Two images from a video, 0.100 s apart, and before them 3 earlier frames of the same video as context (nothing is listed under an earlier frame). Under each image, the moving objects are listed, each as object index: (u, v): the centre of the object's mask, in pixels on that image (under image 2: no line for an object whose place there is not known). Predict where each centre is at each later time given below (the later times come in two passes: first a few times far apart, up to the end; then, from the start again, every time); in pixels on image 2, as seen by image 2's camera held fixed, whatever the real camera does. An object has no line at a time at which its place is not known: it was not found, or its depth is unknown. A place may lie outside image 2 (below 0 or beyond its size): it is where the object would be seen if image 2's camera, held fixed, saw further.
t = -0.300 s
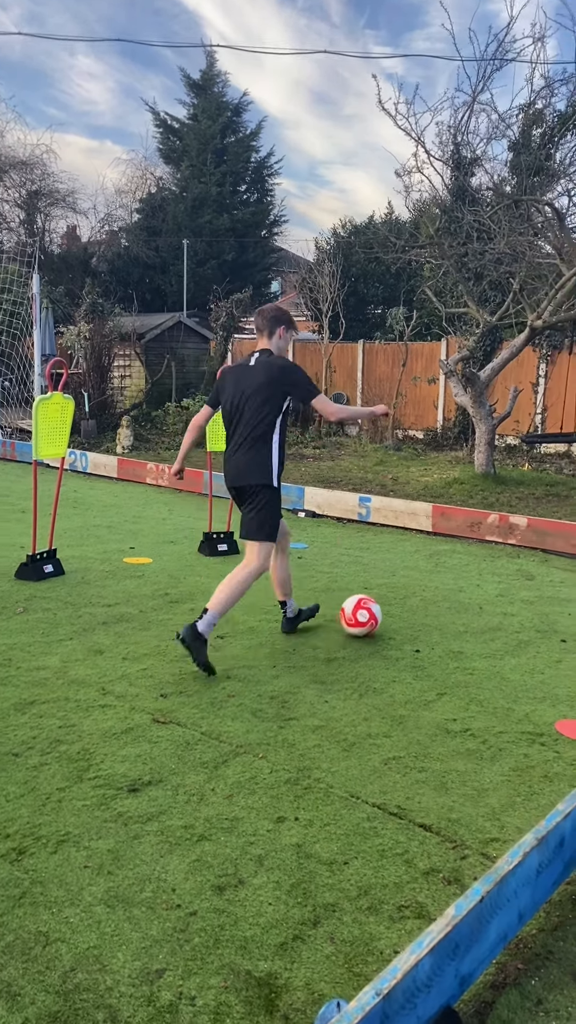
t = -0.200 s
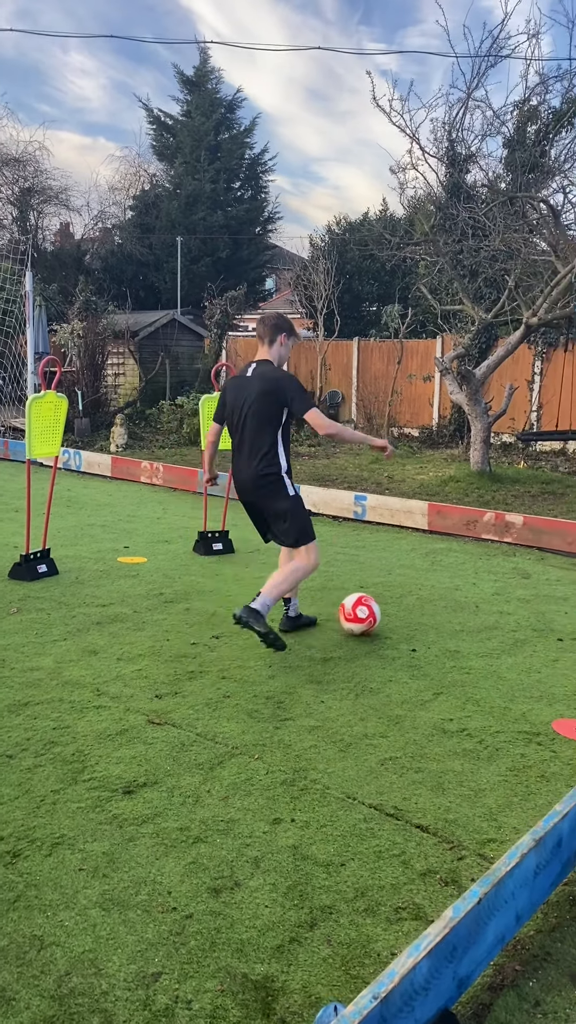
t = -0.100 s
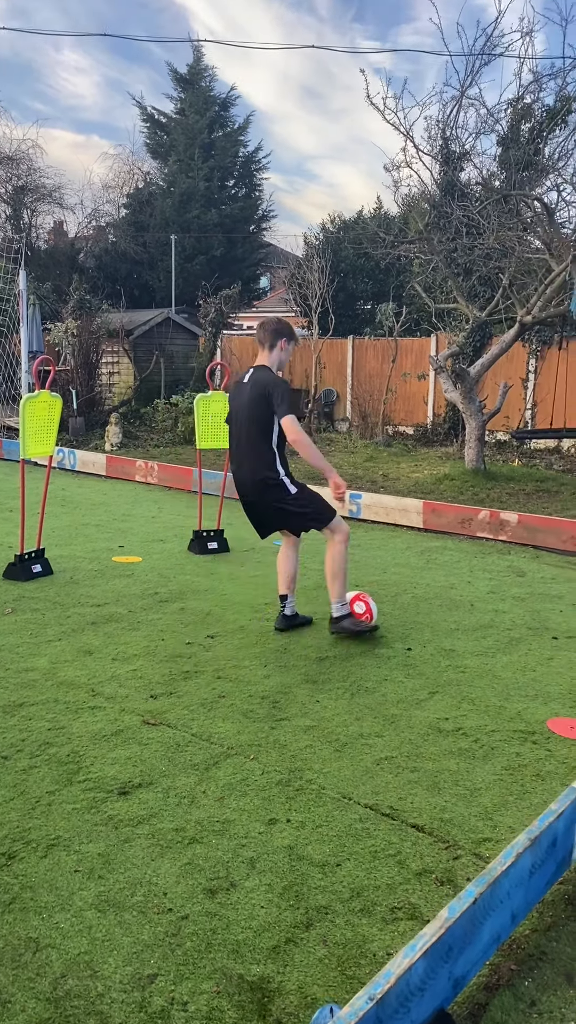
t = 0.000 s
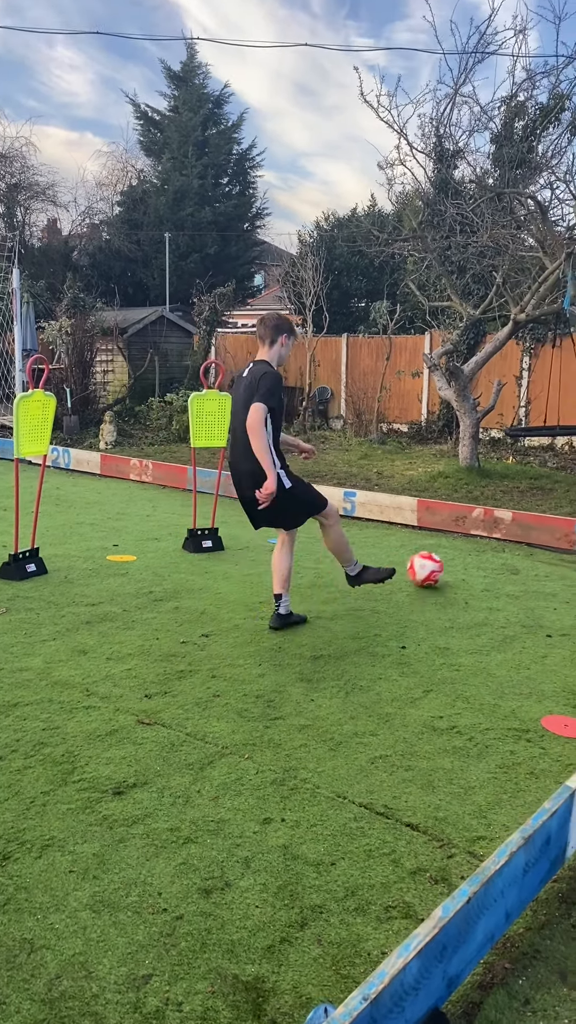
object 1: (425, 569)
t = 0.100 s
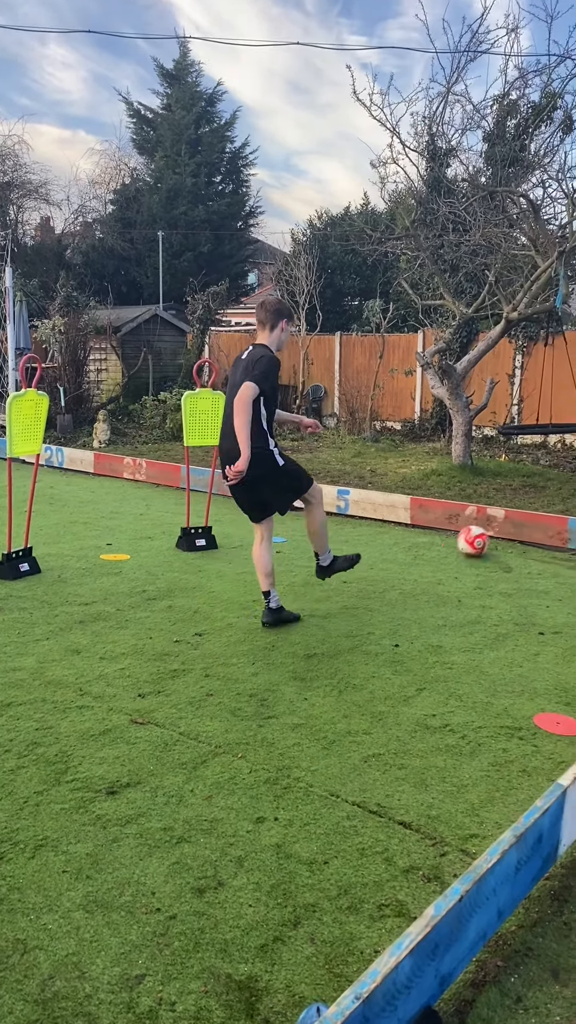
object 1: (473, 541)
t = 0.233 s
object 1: (464, 536)
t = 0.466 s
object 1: (378, 562)
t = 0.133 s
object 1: (487, 532)
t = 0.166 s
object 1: (489, 529)
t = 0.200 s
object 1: (476, 531)
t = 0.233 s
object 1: (464, 536)
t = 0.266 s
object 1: (452, 542)
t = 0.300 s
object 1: (440, 547)
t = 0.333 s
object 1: (428, 548)
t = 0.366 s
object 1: (415, 551)
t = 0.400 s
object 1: (403, 555)
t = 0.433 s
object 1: (390, 560)
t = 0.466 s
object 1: (378, 562)
